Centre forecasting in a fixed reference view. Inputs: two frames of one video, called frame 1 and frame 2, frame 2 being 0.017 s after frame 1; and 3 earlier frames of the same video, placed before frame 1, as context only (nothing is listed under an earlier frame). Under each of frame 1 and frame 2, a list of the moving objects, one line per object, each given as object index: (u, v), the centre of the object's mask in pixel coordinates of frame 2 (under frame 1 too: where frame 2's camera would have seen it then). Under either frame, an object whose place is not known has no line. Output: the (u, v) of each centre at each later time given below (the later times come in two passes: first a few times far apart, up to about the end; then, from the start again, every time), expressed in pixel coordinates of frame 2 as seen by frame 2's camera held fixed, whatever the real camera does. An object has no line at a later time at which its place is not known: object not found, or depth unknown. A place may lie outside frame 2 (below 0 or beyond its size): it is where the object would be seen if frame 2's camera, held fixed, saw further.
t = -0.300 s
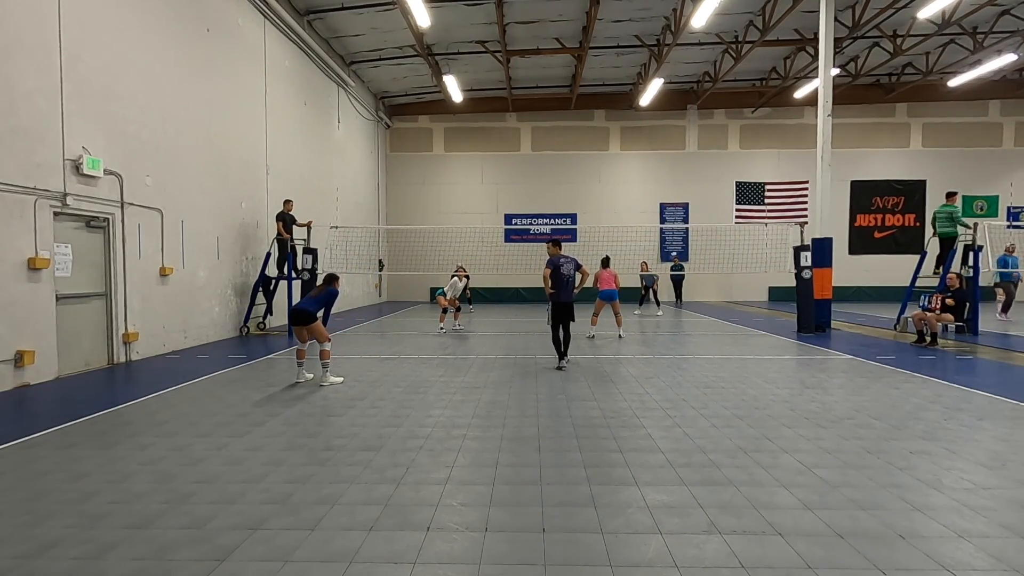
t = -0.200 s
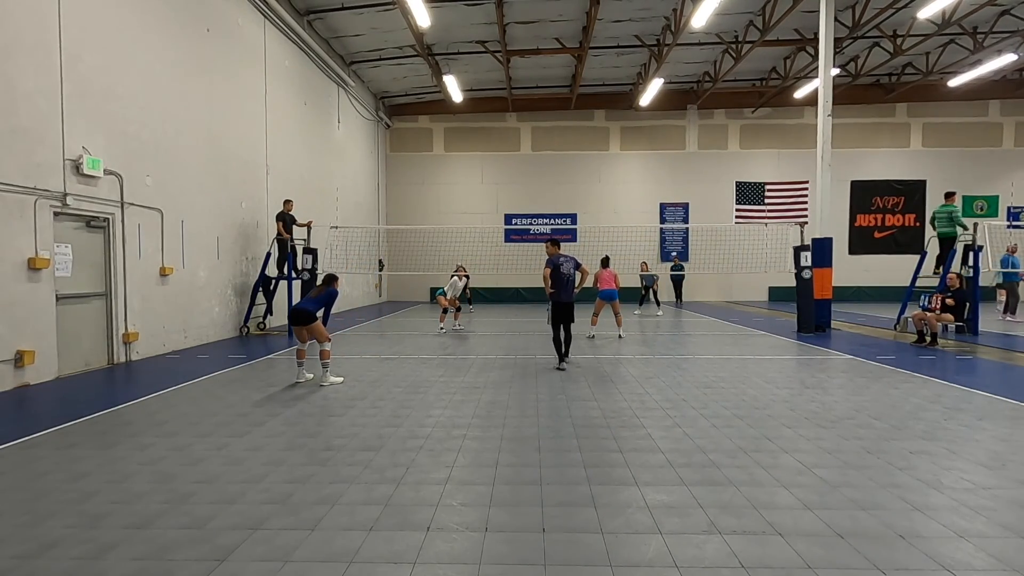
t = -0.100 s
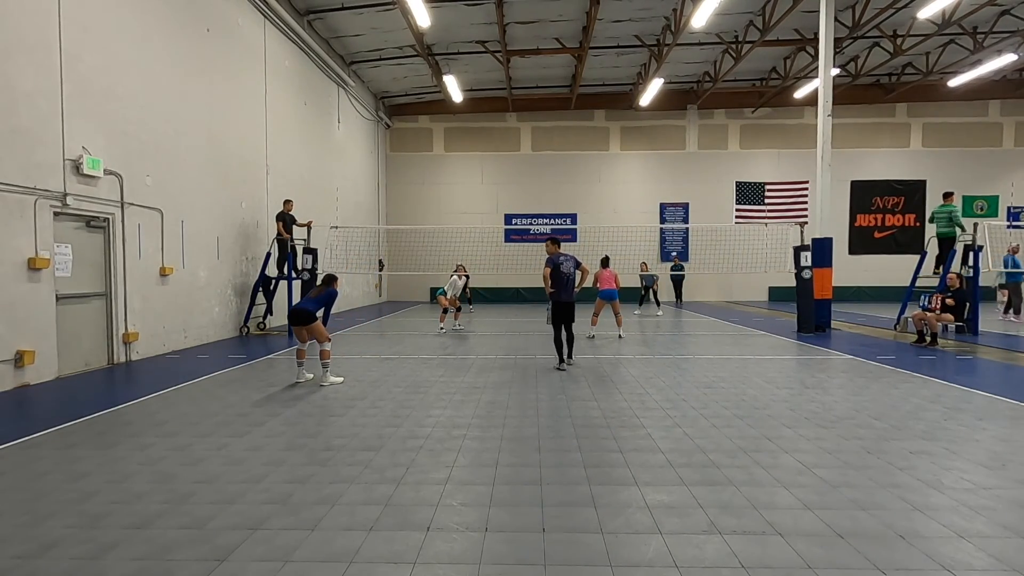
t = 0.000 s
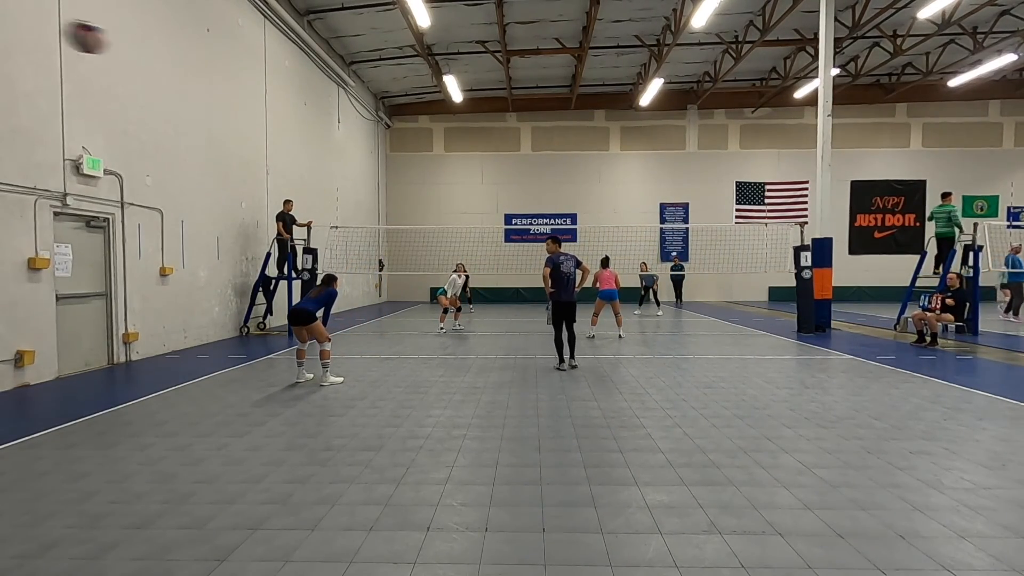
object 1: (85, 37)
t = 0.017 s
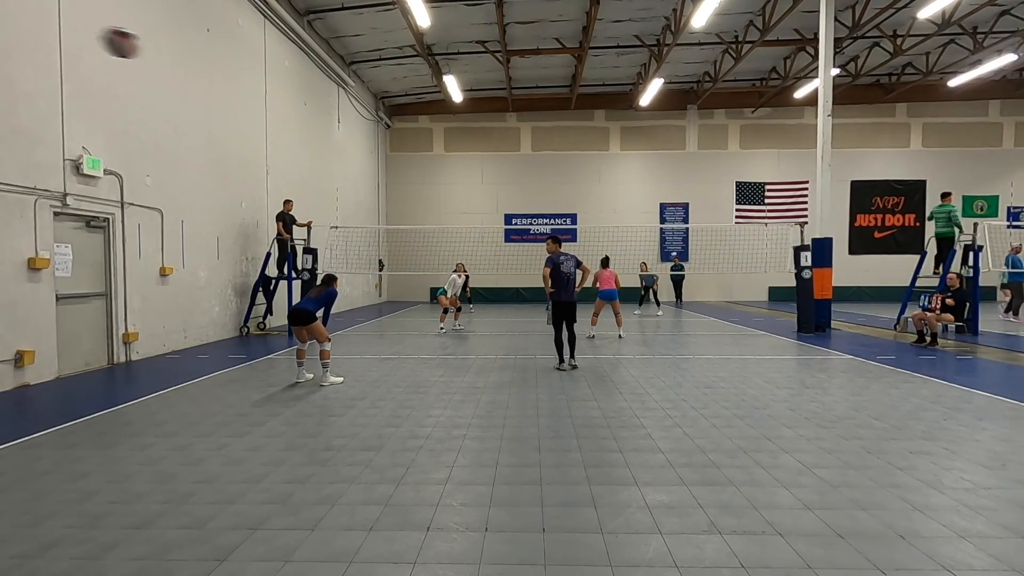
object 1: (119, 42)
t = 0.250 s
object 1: (380, 109)
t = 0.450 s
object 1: (468, 162)
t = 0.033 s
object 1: (151, 48)
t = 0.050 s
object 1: (180, 53)
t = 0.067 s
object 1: (205, 58)
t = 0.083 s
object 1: (228, 63)
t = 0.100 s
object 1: (250, 68)
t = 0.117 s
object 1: (269, 72)
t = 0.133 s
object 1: (287, 77)
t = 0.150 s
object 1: (303, 82)
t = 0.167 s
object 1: (318, 86)
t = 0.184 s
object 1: (331, 92)
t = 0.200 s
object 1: (345, 96)
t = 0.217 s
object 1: (357, 100)
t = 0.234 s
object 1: (368, 105)
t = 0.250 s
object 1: (380, 109)
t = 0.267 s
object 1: (389, 113)
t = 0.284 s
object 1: (398, 118)
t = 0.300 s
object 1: (407, 122)
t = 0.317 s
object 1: (415, 126)
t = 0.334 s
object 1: (423, 131)
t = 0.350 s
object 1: (430, 136)
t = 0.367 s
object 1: (437, 140)
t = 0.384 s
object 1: (444, 144)
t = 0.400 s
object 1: (450, 149)
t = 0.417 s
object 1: (456, 153)
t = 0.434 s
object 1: (463, 158)
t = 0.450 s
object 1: (468, 162)
